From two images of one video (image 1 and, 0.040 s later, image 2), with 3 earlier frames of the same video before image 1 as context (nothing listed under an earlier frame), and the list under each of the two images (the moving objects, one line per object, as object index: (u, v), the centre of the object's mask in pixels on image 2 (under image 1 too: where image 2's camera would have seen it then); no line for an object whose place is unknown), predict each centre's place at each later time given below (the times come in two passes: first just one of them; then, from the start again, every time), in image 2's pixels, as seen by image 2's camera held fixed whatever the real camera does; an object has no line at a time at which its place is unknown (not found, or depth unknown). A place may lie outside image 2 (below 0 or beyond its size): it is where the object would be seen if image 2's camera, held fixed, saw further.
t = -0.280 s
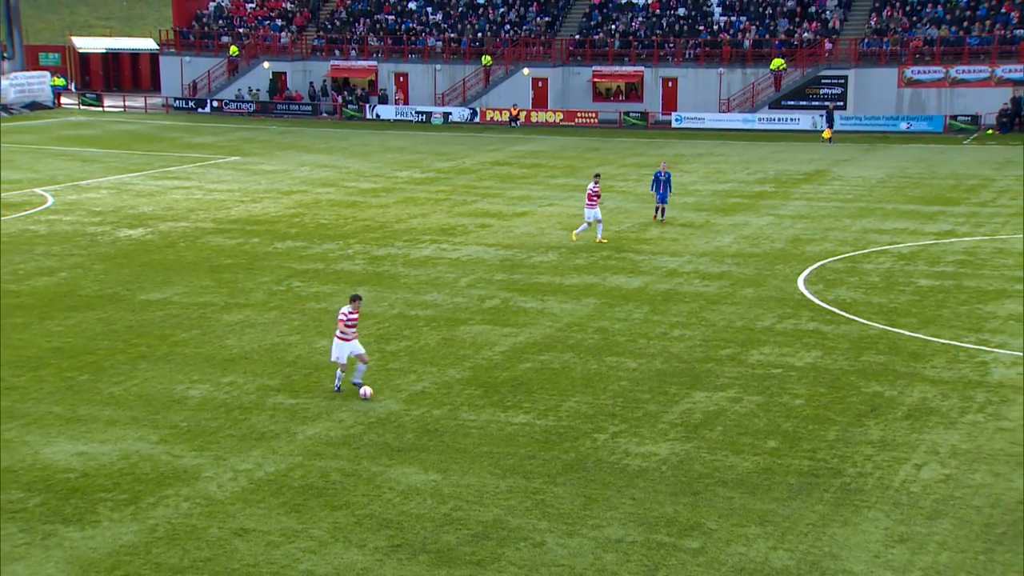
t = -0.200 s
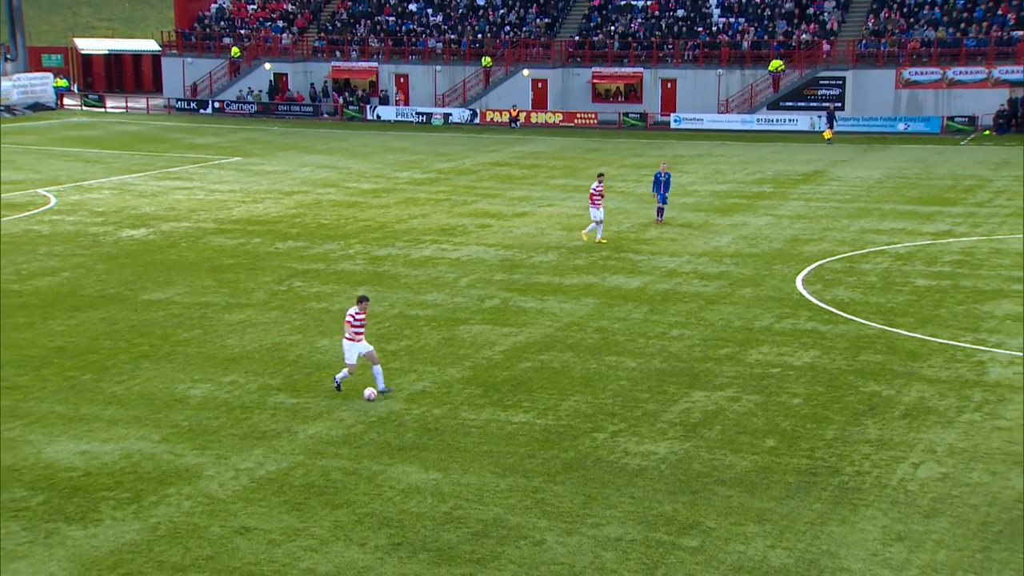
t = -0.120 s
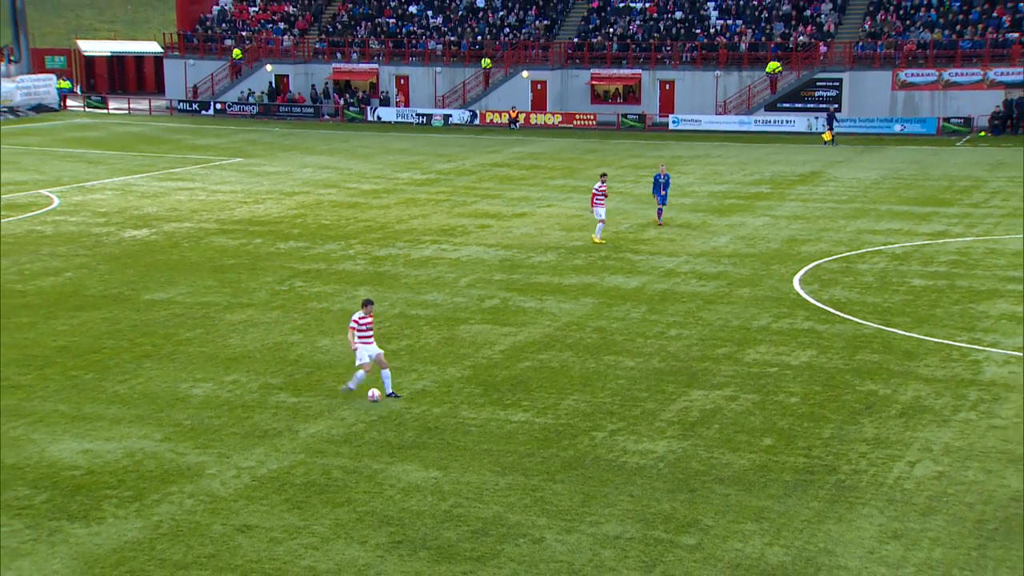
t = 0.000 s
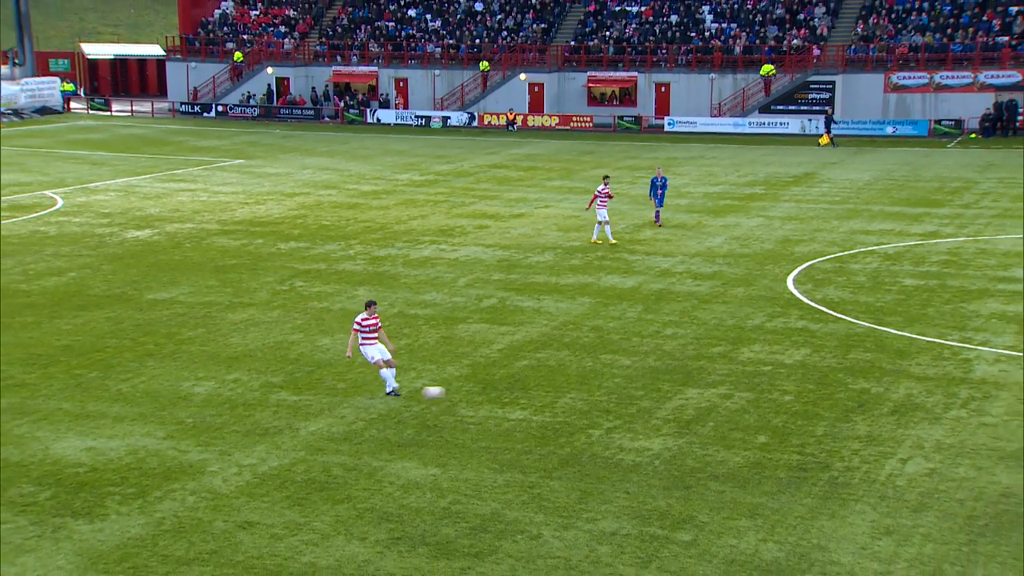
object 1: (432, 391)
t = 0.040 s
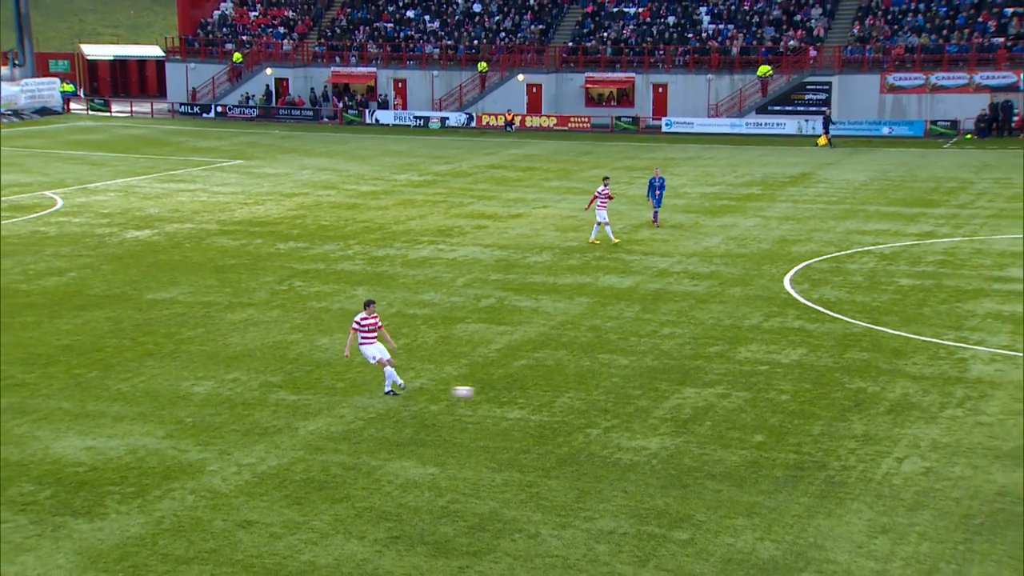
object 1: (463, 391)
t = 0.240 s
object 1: (620, 407)
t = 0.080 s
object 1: (494, 393)
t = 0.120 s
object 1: (525, 395)
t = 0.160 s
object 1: (556, 398)
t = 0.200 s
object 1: (588, 403)
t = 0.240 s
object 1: (620, 407)
